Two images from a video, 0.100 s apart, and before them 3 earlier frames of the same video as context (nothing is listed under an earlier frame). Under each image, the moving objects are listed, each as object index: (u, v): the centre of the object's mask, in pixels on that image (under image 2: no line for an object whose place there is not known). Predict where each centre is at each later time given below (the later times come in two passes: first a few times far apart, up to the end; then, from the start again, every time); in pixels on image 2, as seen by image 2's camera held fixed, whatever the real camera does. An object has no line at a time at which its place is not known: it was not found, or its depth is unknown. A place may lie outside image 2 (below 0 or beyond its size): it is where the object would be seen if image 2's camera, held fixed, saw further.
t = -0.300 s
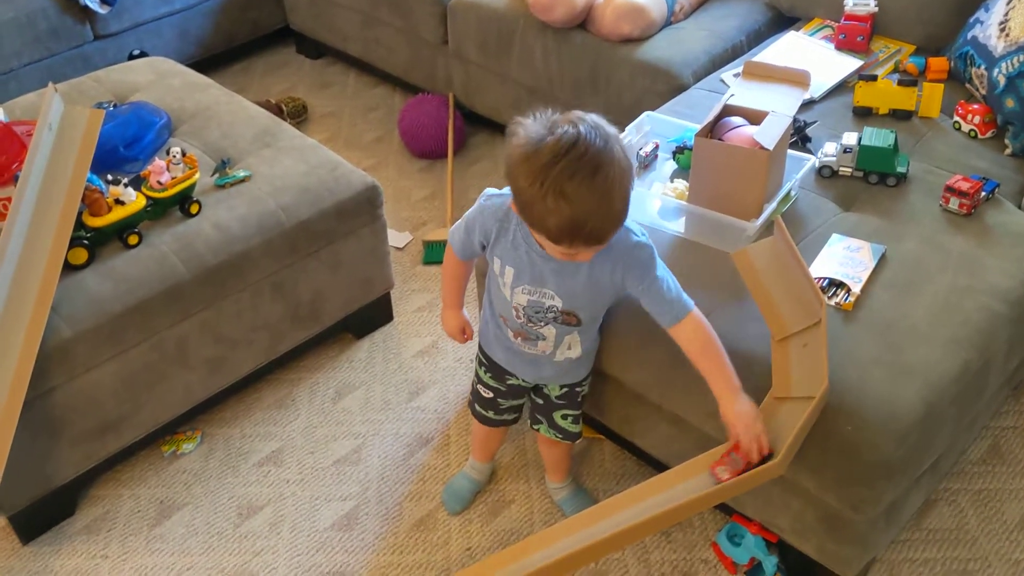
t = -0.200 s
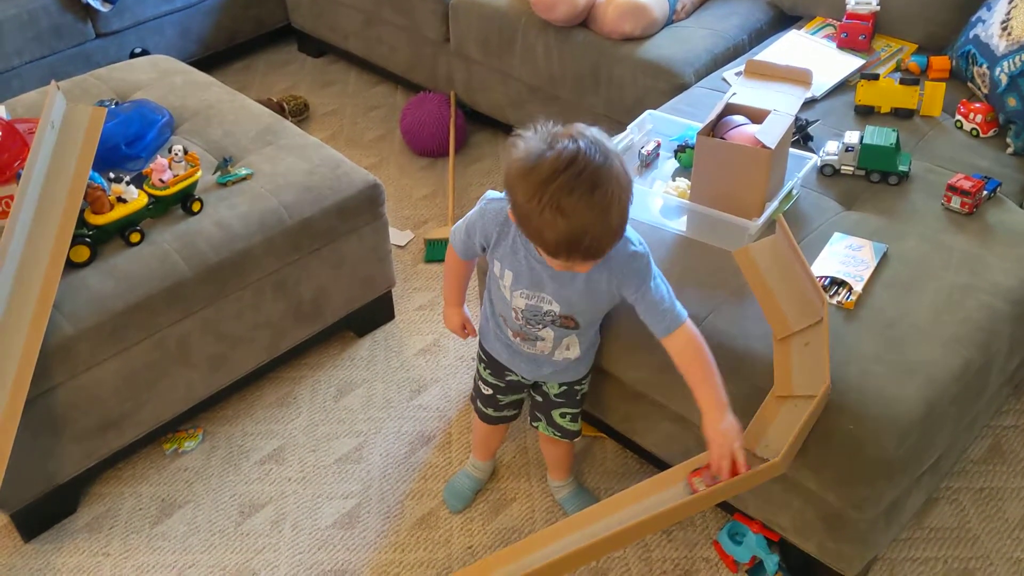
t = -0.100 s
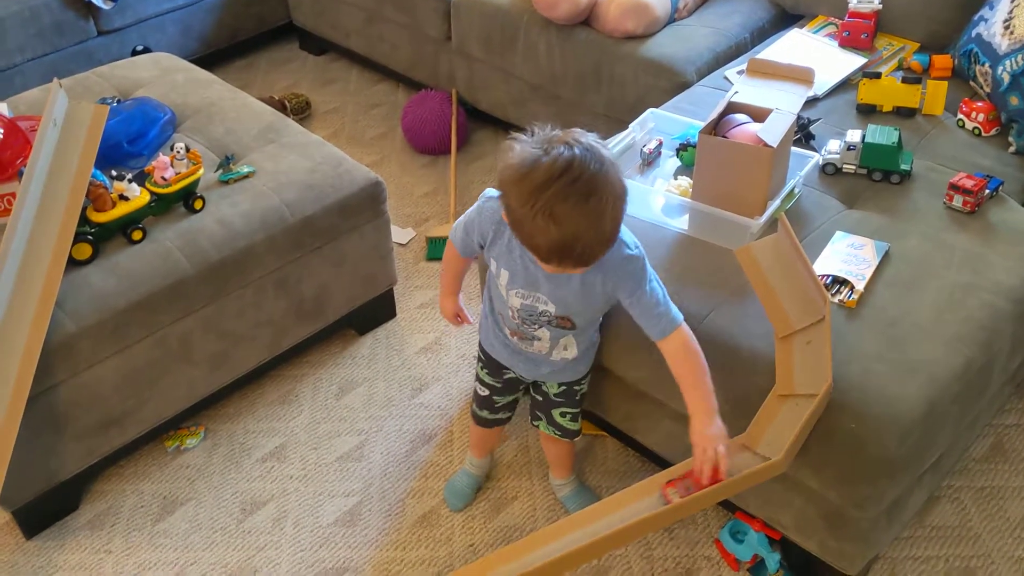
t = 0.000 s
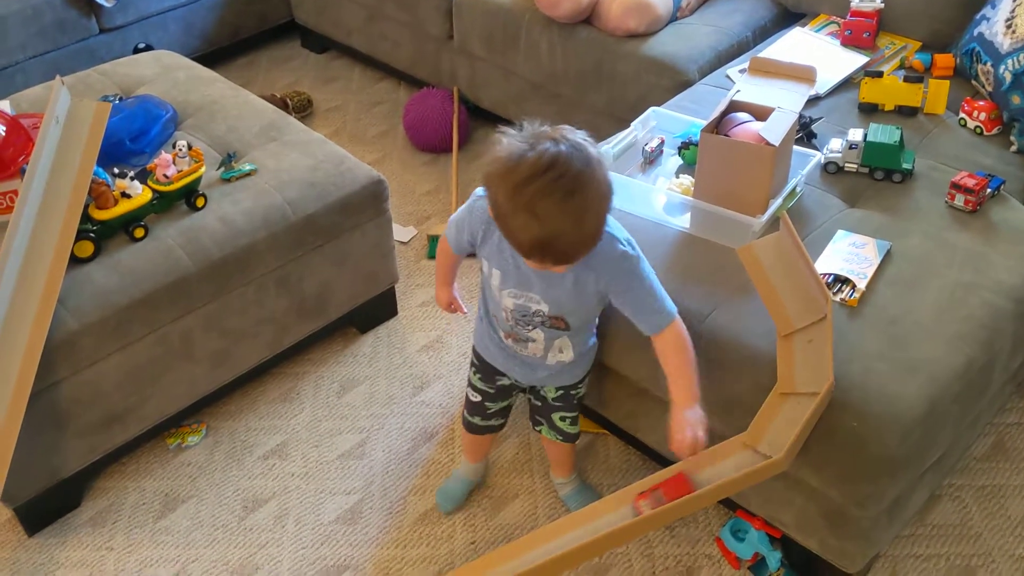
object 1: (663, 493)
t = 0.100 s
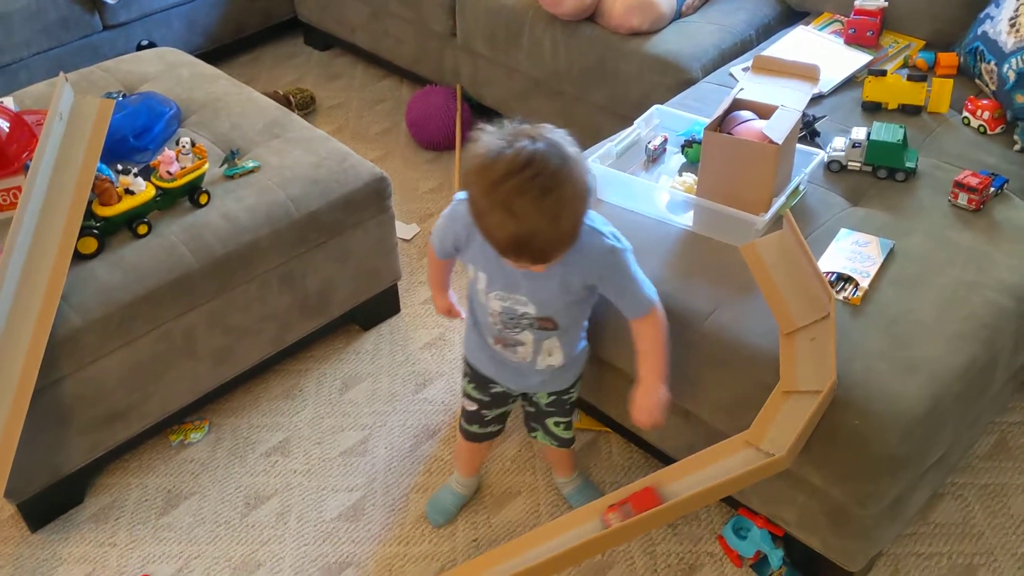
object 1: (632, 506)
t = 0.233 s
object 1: (583, 528)
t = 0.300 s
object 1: (558, 540)
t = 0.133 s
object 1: (620, 512)
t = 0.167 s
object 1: (608, 517)
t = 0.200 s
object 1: (596, 523)
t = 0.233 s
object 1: (583, 528)
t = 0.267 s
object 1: (570, 534)
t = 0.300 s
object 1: (558, 540)
